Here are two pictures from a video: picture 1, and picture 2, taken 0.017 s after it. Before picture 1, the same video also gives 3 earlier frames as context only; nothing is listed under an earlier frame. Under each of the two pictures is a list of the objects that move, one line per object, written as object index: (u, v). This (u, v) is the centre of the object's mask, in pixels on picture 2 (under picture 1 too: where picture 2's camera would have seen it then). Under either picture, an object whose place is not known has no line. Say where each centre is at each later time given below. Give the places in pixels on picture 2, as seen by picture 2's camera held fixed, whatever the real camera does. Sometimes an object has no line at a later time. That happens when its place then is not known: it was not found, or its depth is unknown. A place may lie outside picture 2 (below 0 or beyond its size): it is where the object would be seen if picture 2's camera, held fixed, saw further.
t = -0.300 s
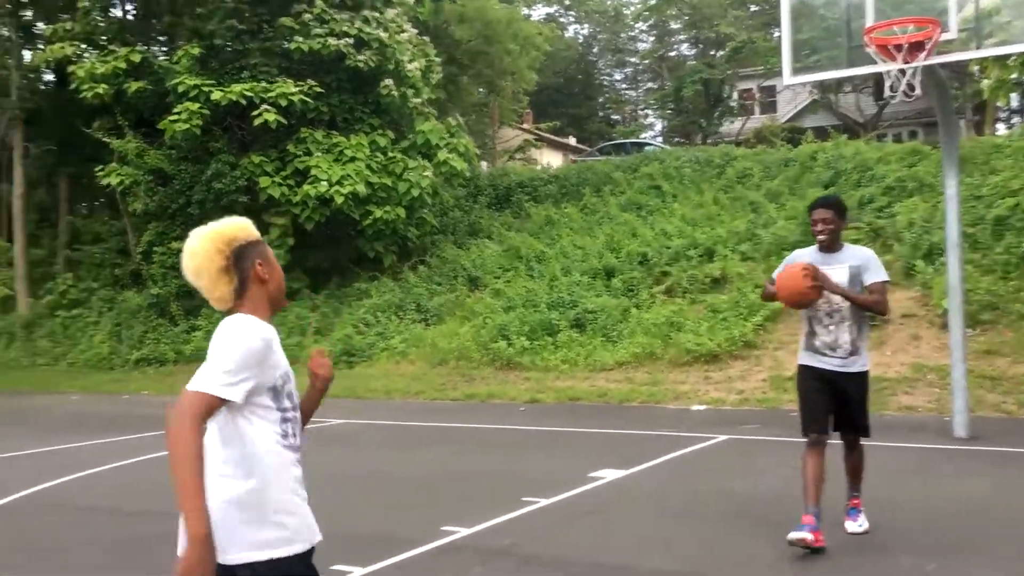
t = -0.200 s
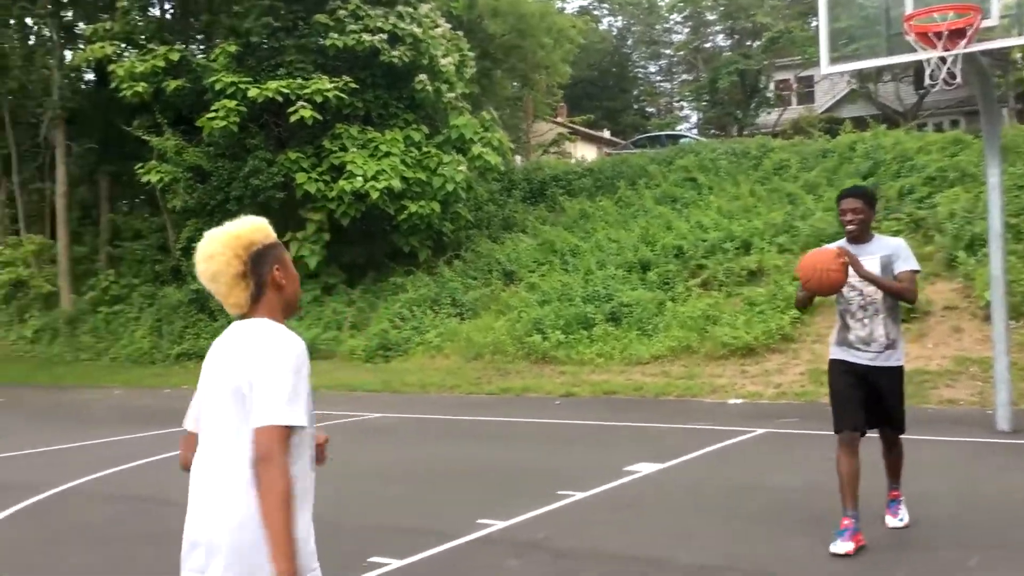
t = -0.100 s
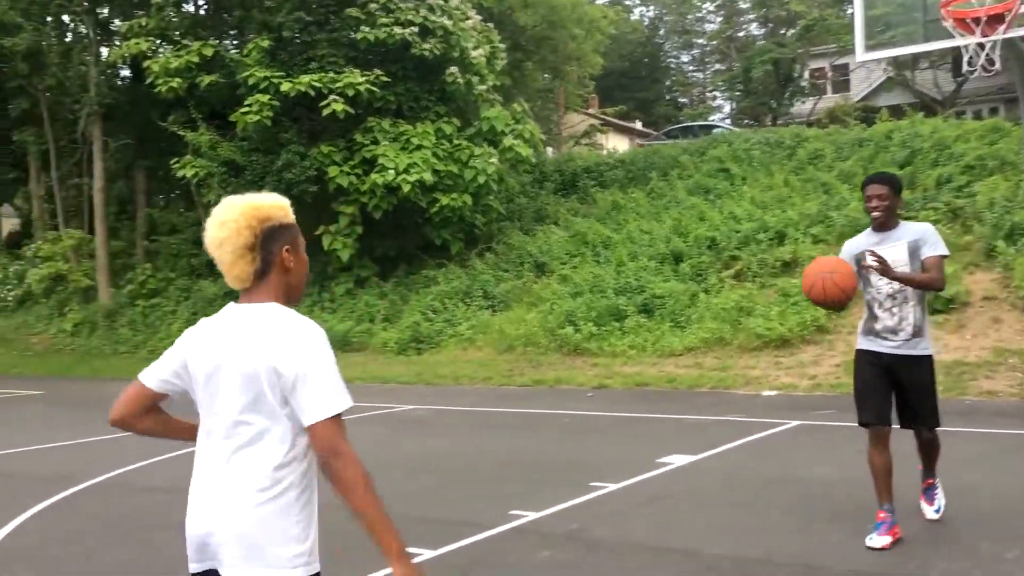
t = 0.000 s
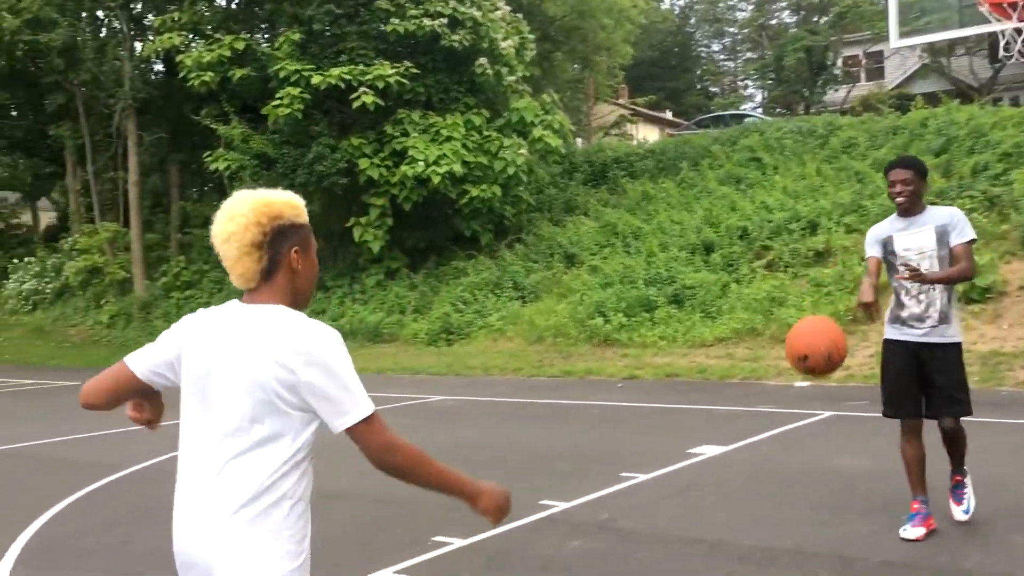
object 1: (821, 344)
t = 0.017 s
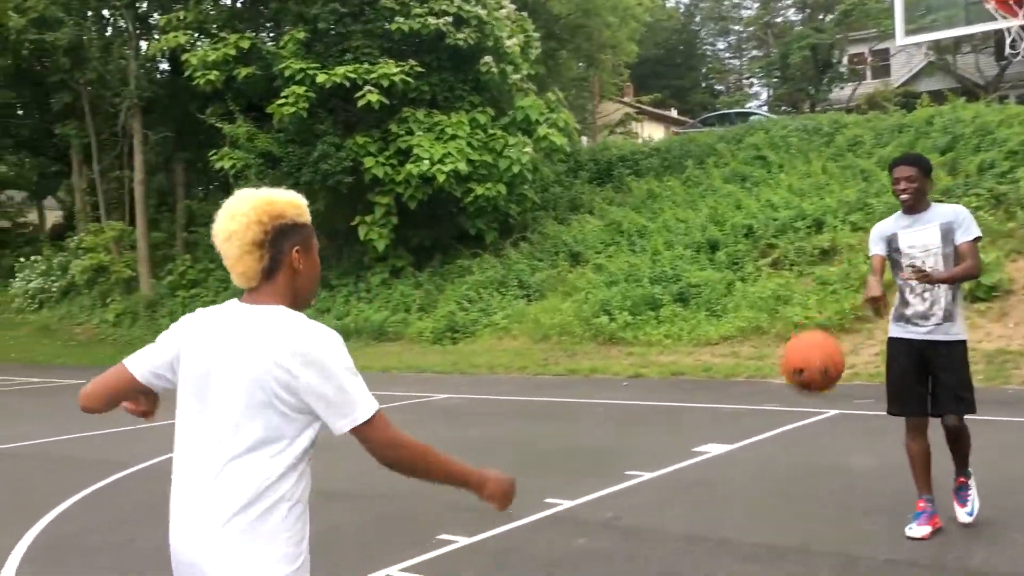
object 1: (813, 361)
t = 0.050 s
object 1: (794, 400)
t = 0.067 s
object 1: (785, 421)
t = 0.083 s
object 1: (774, 446)
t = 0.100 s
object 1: (765, 471)
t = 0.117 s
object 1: (755, 495)
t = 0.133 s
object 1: (744, 525)
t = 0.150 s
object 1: (732, 556)
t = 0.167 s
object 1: (721, 575)
